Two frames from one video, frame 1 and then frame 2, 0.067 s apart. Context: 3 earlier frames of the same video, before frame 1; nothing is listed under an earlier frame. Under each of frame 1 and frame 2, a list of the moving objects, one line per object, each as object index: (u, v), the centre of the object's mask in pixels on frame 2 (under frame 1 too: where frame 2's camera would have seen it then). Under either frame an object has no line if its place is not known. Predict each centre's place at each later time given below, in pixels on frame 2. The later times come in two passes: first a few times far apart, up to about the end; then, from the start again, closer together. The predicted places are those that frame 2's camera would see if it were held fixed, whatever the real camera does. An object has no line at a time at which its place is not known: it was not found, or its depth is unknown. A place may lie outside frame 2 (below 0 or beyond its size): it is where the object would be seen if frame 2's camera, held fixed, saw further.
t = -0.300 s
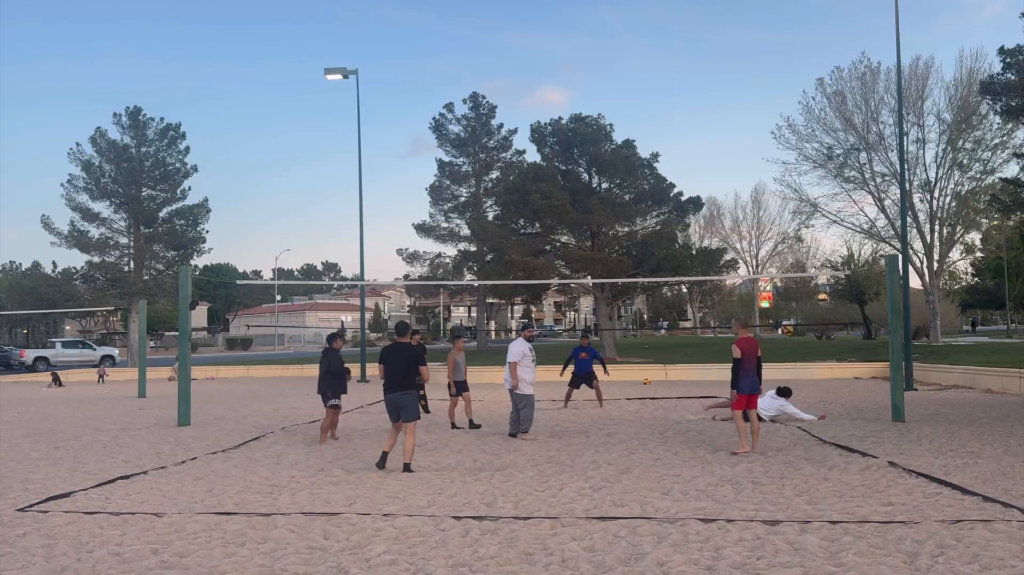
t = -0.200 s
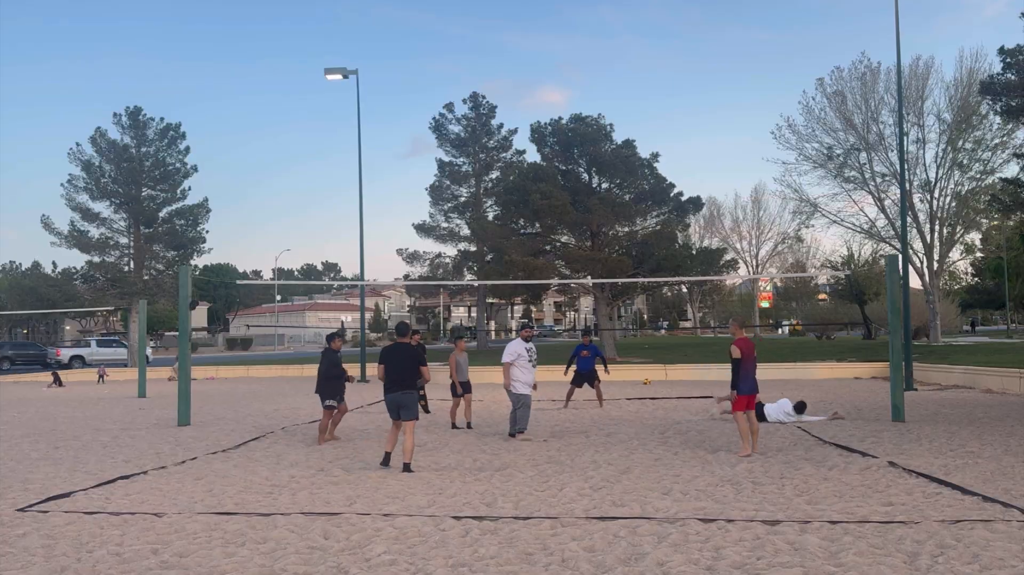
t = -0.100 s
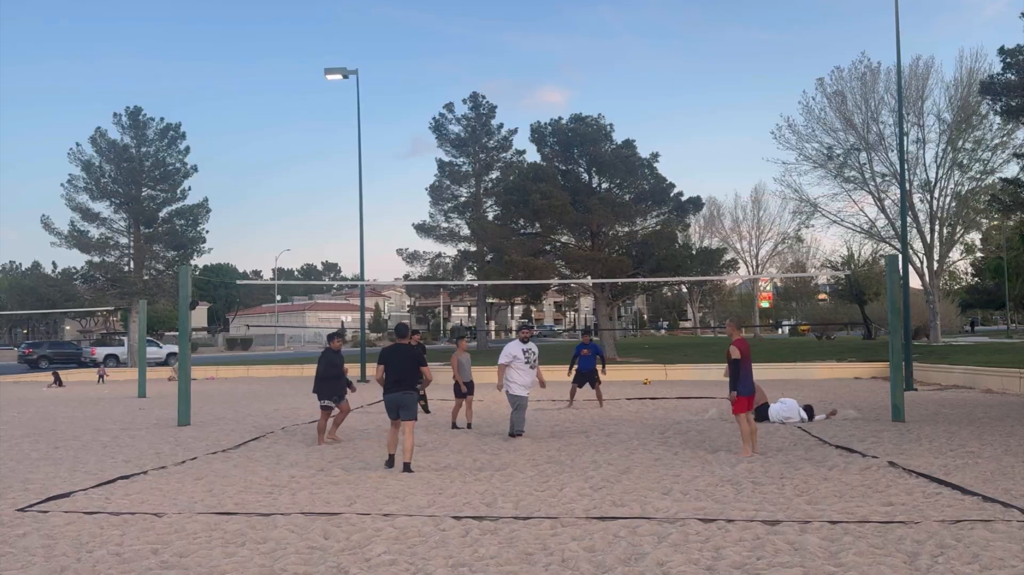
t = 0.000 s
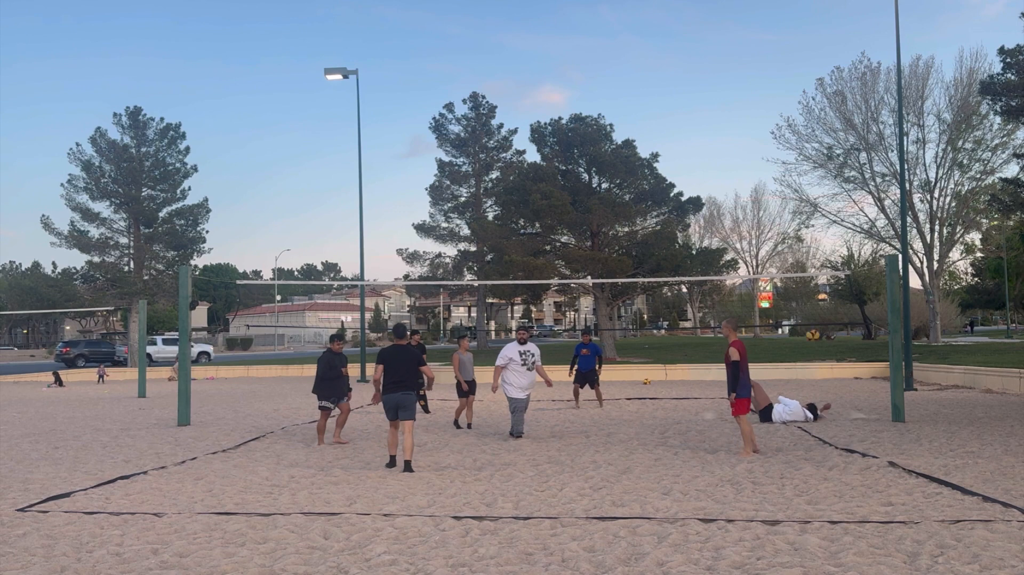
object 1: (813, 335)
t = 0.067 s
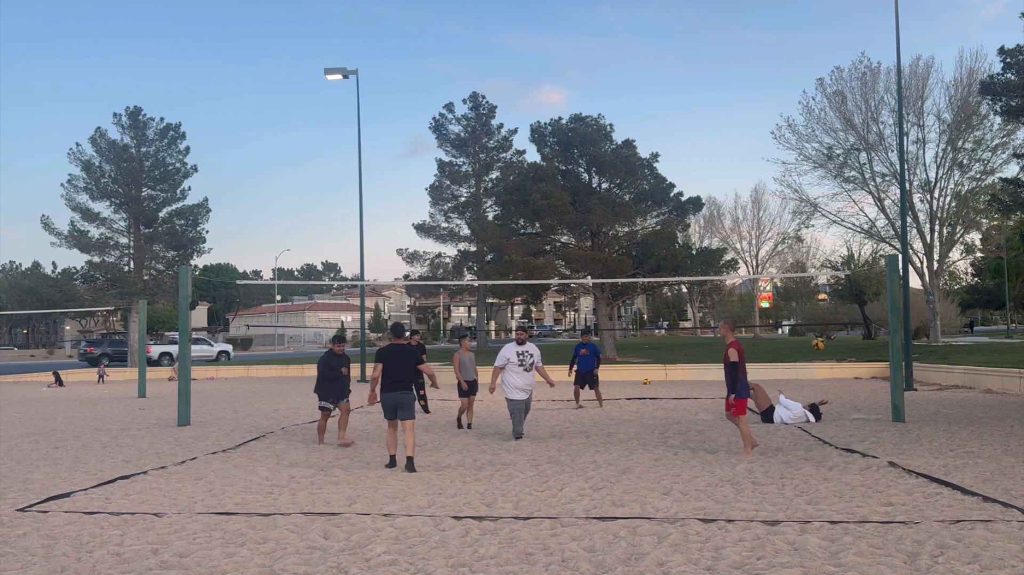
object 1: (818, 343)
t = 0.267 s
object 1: (835, 384)
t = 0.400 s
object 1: (847, 409)
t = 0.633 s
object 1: (876, 386)
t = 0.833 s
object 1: (905, 392)
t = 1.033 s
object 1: (924, 406)
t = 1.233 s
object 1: (947, 406)
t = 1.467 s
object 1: (971, 406)
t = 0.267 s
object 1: (835, 384)
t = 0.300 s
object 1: (838, 393)
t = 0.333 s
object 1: (841, 402)
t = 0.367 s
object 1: (843, 412)
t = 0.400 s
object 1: (847, 409)
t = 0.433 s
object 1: (851, 404)
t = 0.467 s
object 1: (856, 400)
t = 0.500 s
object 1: (859, 396)
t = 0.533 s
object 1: (864, 393)
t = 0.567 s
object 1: (868, 390)
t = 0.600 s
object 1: (872, 388)
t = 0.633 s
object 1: (876, 386)
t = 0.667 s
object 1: (880, 386)
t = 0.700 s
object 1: (884, 386)
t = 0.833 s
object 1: (905, 392)
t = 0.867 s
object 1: (907, 395)
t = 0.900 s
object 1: (908, 399)
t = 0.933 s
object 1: (911, 403)
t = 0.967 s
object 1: (916, 408)
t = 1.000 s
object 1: (919, 407)
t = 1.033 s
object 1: (924, 406)
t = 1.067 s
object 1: (928, 406)
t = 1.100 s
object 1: (932, 406)
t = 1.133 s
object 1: (936, 407)
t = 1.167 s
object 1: (940, 406)
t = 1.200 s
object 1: (944, 405)
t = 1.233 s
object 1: (947, 406)
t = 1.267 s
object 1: (951, 406)
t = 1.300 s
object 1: (955, 407)
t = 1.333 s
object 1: (958, 406)
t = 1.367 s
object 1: (961, 406)
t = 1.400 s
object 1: (965, 407)
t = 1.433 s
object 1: (968, 406)
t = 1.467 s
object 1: (971, 406)
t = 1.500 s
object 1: (974, 406)
